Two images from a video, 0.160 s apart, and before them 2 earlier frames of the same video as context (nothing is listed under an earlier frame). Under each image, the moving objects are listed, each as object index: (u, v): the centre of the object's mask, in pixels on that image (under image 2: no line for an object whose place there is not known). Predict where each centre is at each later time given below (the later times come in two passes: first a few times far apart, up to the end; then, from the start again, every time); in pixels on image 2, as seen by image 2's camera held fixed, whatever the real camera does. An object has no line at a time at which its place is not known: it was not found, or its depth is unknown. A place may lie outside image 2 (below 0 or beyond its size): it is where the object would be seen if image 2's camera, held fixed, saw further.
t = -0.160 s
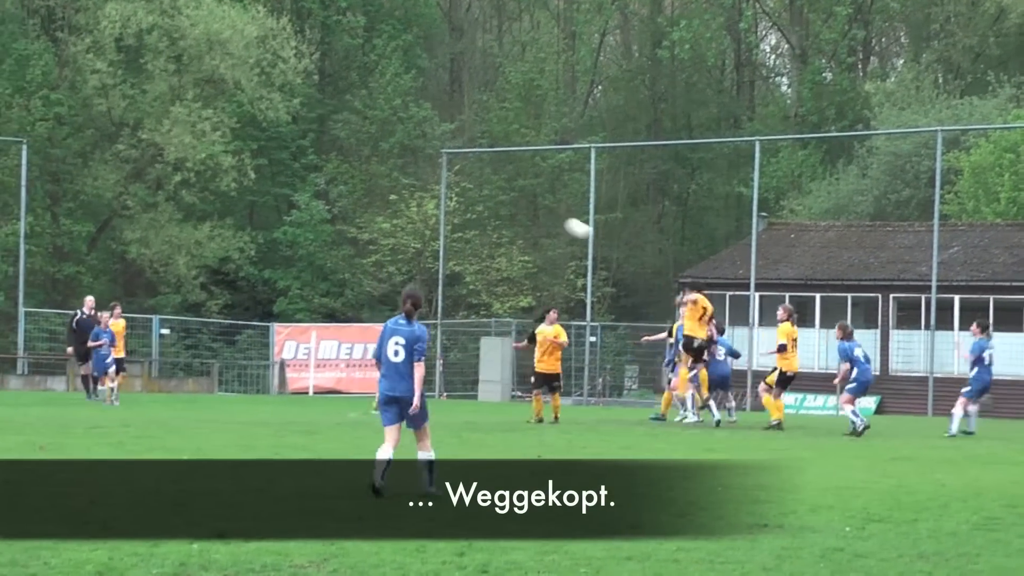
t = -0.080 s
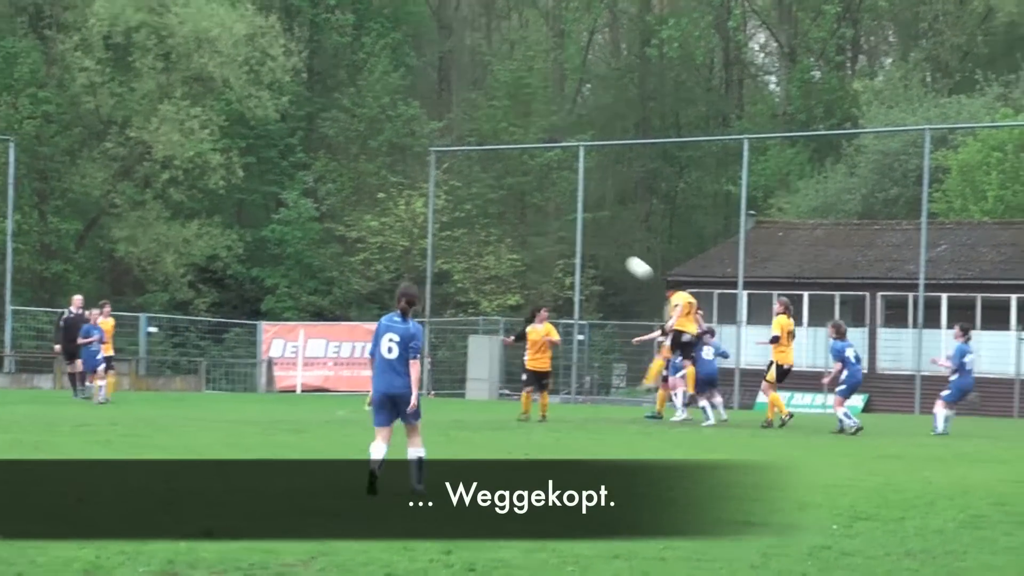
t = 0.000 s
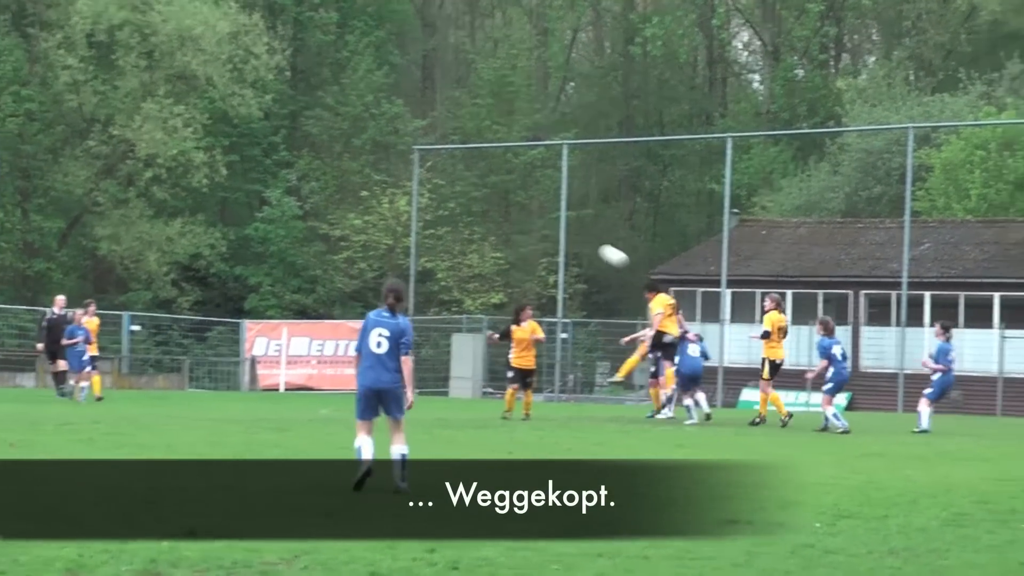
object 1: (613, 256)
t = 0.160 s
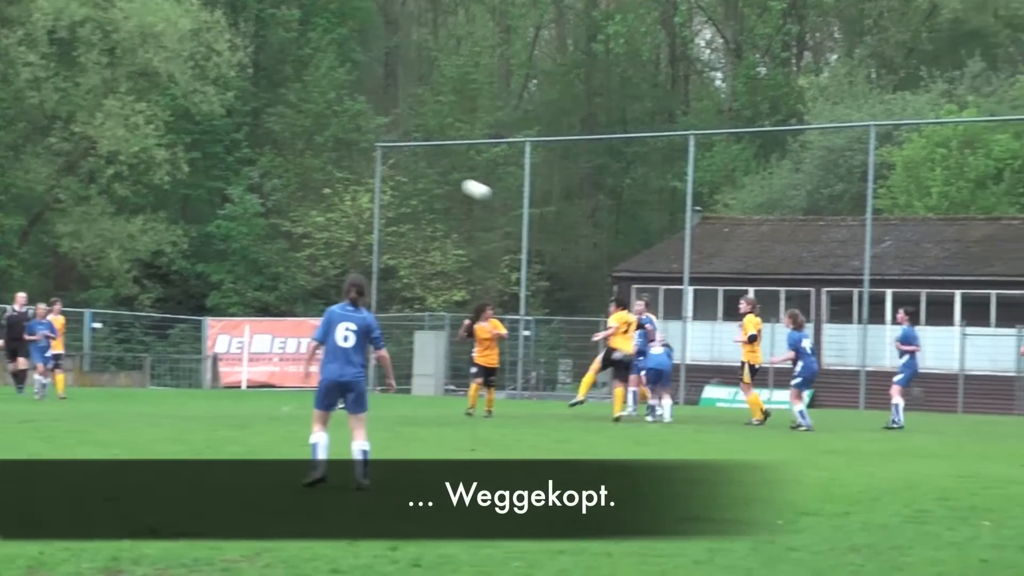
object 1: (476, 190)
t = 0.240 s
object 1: (425, 164)
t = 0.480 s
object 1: (270, 115)
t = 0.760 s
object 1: (85, 112)
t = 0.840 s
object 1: (28, 123)
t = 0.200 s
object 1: (451, 176)
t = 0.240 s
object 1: (425, 164)
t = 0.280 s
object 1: (400, 153)
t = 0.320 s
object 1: (374, 143)
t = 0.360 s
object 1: (348, 135)
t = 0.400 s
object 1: (322, 127)
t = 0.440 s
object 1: (296, 120)
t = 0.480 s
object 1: (270, 115)
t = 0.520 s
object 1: (244, 112)
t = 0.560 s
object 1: (218, 109)
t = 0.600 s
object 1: (192, 107)
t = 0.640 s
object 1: (165, 106)
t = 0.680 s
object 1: (139, 107)
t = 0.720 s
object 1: (112, 110)
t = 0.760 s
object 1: (85, 112)
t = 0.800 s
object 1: (57, 117)
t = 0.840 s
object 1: (28, 123)
